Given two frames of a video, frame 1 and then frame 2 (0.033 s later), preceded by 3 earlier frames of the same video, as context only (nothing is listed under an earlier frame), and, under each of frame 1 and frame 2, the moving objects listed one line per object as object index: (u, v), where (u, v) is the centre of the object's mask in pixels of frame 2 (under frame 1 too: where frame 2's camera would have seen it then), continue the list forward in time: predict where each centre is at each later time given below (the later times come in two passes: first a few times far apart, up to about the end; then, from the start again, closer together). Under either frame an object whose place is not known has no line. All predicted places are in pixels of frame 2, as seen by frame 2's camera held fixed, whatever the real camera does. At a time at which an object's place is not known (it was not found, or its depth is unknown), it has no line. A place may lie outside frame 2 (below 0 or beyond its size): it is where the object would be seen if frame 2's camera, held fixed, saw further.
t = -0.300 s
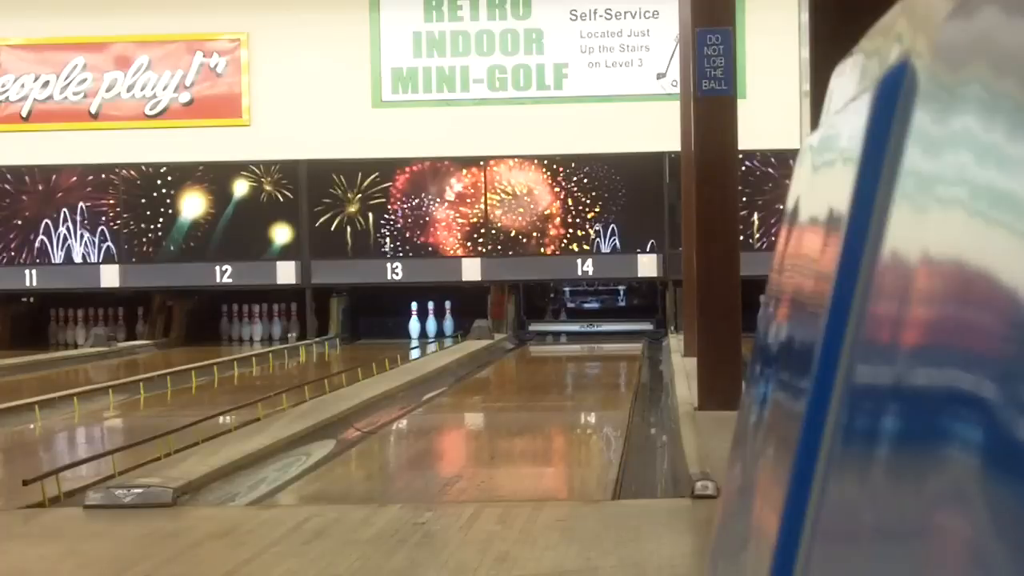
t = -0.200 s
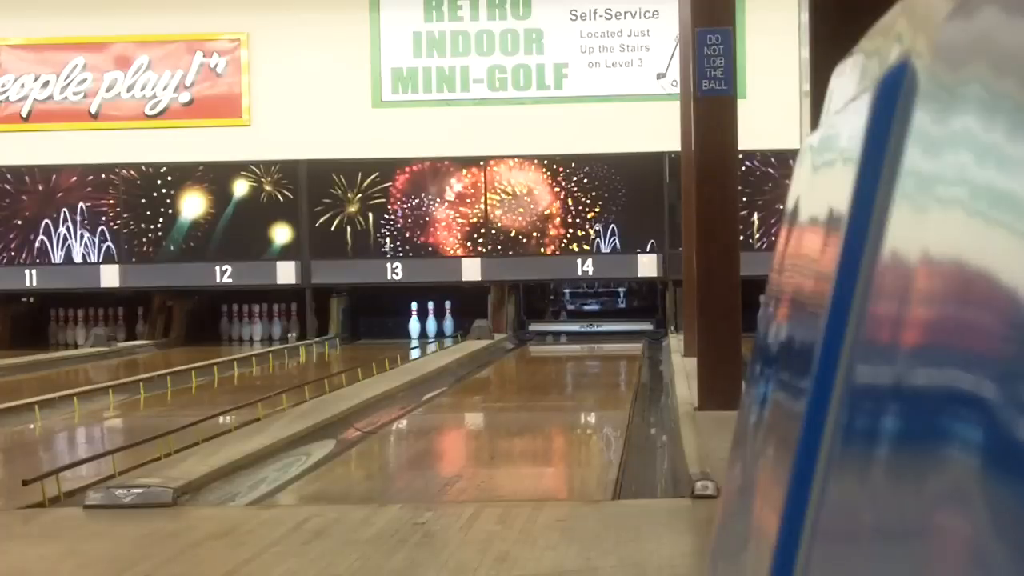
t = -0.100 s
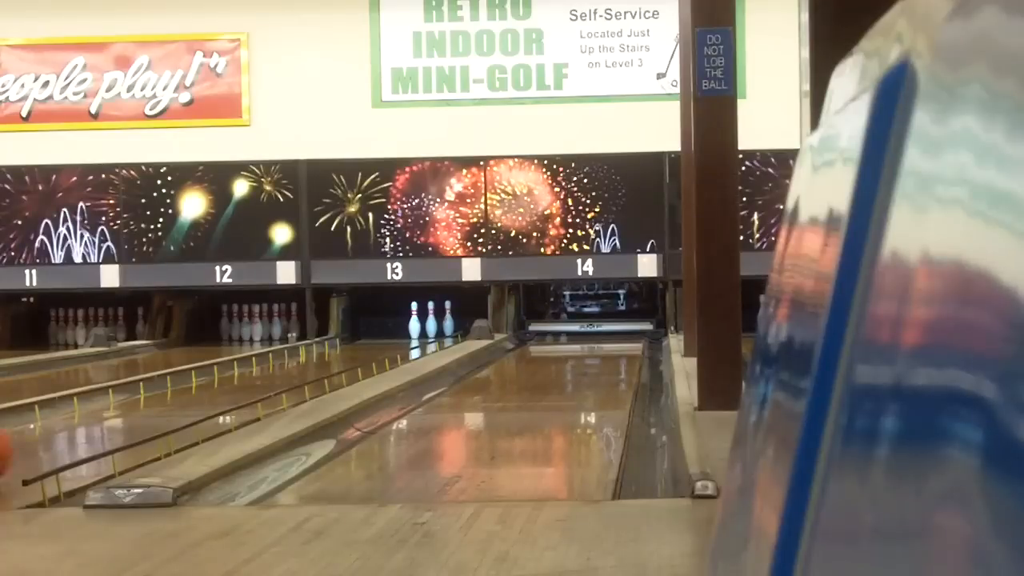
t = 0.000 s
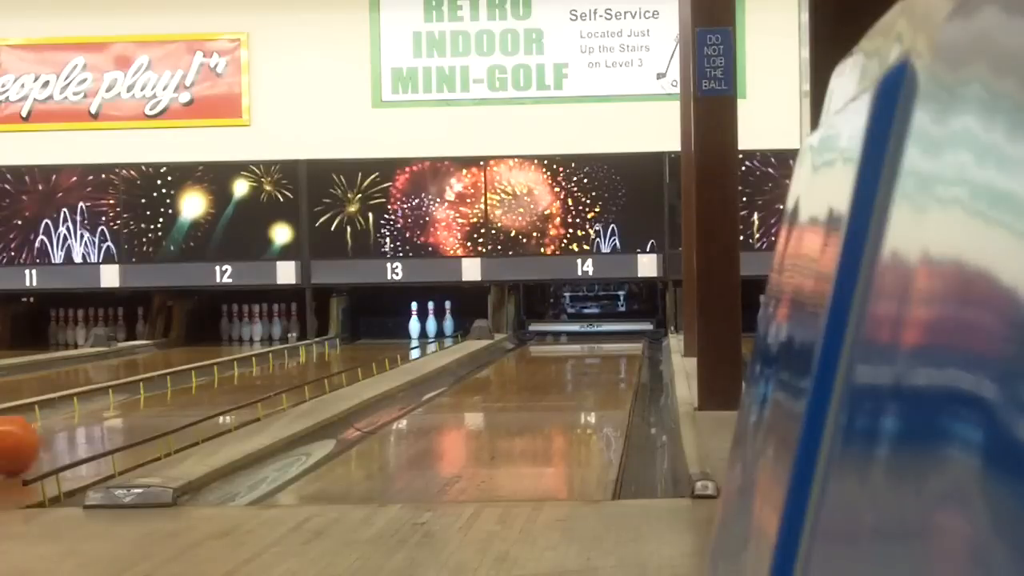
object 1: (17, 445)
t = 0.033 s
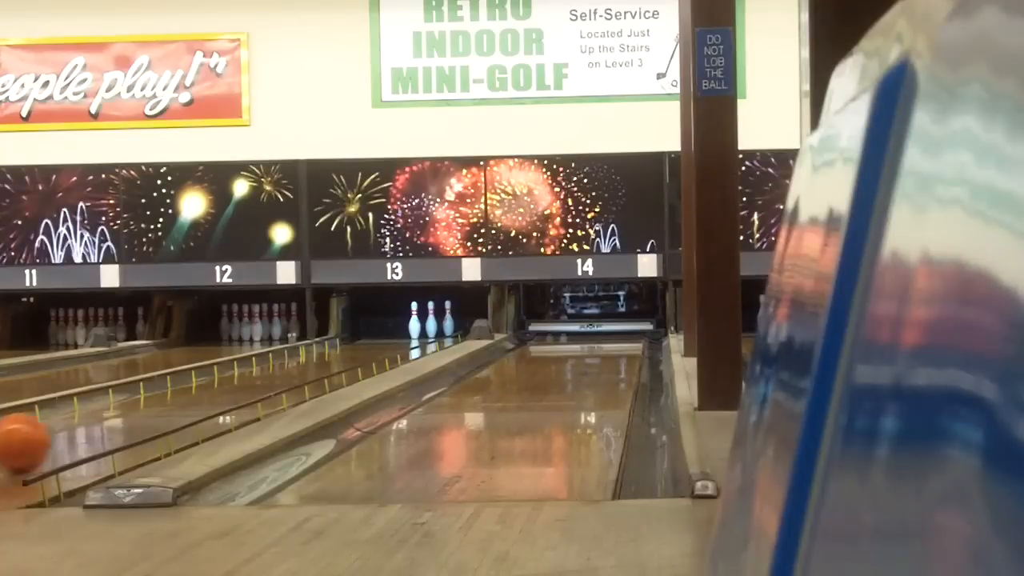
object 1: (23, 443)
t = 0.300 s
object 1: (86, 426)
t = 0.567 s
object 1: (141, 413)
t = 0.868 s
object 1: (191, 399)
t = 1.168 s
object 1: (233, 388)
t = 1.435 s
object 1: (264, 380)
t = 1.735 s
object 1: (294, 372)
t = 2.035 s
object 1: (320, 366)
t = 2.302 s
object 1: (332, 362)
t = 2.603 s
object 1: (341, 358)
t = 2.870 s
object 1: (348, 356)
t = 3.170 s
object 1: (357, 352)
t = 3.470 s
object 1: (364, 349)
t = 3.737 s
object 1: (370, 346)
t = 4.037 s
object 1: (376, 345)
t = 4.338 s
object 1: (381, 342)
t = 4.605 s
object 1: (386, 339)
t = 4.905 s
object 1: (391, 337)
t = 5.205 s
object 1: (395, 336)
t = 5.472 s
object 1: (399, 333)
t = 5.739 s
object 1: (403, 331)
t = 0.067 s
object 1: (29, 440)
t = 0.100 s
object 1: (36, 439)
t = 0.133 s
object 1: (46, 436)
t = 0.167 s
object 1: (54, 434)
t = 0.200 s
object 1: (63, 432)
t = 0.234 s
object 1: (72, 429)
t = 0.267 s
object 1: (78, 428)
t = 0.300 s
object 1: (86, 426)
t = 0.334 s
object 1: (93, 424)
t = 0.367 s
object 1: (101, 422)
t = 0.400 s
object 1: (109, 421)
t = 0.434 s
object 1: (115, 419)
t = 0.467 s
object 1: (121, 418)
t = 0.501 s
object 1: (128, 416)
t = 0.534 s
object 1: (134, 414)
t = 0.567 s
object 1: (141, 413)
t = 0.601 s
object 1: (146, 411)
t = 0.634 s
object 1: (152, 409)
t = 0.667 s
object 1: (158, 408)
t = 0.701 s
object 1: (164, 406)
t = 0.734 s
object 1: (169, 405)
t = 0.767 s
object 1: (175, 403)
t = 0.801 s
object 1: (180, 402)
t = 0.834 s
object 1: (186, 400)
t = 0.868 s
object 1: (191, 399)
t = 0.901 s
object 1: (196, 397)
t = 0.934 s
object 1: (200, 396)
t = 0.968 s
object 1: (206, 395)
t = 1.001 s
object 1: (210, 393)
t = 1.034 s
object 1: (215, 393)
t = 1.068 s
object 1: (219, 391)
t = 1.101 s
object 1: (223, 390)
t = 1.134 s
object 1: (228, 389)
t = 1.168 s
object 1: (233, 388)
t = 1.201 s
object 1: (236, 387)
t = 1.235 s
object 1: (241, 386)
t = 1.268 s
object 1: (245, 385)
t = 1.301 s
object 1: (249, 384)
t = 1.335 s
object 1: (253, 383)
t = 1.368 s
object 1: (257, 382)
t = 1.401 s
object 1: (261, 381)
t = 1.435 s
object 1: (264, 380)
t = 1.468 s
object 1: (268, 379)
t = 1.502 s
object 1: (271, 378)
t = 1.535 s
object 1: (274, 377)
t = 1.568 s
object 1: (278, 376)
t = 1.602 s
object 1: (282, 375)
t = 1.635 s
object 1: (285, 374)
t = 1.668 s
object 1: (288, 373)
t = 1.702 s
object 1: (291, 373)
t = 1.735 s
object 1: (294, 372)
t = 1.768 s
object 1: (298, 372)
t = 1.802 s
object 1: (301, 371)
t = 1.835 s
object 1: (303, 370)
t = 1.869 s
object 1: (306, 369)
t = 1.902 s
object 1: (310, 368)
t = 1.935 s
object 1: (313, 368)
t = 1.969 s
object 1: (316, 367)
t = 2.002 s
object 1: (318, 367)
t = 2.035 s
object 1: (320, 366)
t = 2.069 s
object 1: (323, 366)
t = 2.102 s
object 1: (324, 365)
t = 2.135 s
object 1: (326, 365)
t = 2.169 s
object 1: (327, 365)
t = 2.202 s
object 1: (329, 364)
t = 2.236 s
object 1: (330, 363)
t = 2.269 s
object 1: (330, 363)
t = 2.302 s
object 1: (332, 362)
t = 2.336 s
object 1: (333, 361)
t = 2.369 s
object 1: (334, 361)
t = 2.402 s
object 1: (335, 361)
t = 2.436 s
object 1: (336, 361)
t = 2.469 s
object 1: (337, 360)
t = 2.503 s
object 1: (338, 360)
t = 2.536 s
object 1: (339, 359)
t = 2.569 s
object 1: (340, 359)
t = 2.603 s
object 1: (341, 358)
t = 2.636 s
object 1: (342, 358)
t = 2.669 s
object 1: (343, 358)
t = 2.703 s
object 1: (344, 357)
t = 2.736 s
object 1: (345, 357)
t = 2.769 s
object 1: (346, 357)
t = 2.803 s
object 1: (347, 356)
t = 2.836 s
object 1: (348, 355)
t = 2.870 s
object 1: (348, 356)
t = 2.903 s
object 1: (350, 355)
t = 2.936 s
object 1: (351, 354)
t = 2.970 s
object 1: (352, 354)
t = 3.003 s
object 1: (352, 354)
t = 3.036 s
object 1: (353, 353)
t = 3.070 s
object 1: (354, 353)
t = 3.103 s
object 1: (355, 353)
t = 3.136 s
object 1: (356, 352)
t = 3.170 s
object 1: (357, 352)
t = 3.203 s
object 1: (357, 352)
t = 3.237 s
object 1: (359, 351)
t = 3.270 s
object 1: (359, 351)
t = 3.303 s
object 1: (360, 351)
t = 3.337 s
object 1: (361, 350)
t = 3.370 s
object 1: (361, 350)
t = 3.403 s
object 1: (362, 350)
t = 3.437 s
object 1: (363, 350)
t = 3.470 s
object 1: (364, 349)
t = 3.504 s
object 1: (365, 349)
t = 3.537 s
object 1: (366, 348)
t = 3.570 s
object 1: (366, 348)
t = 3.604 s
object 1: (367, 348)
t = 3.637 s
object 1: (368, 347)
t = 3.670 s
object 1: (368, 347)
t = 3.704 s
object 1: (369, 347)
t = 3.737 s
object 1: (370, 346)
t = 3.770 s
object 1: (370, 346)
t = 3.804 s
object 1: (371, 346)
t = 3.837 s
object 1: (372, 346)
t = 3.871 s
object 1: (372, 346)
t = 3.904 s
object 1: (373, 346)
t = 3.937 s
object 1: (374, 345)
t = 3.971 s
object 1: (374, 345)
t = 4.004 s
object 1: (375, 345)
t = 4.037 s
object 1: (376, 345)
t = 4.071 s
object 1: (376, 345)
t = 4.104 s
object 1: (377, 345)
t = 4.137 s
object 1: (377, 344)
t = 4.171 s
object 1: (378, 343)
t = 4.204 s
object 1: (379, 343)
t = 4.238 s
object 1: (379, 343)
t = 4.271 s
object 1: (380, 342)
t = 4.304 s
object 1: (381, 342)
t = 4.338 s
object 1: (381, 342)
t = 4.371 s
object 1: (382, 342)
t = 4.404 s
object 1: (382, 341)
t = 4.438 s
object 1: (383, 341)
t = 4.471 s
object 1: (383, 341)
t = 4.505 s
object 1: (384, 340)
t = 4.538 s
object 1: (385, 340)
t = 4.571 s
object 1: (385, 340)
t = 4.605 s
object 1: (386, 339)
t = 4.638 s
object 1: (386, 339)
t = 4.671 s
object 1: (387, 339)
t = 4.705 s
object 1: (387, 339)
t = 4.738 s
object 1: (388, 339)
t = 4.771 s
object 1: (388, 339)
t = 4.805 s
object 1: (389, 338)
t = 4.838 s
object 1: (390, 338)
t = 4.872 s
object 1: (390, 338)
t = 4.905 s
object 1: (391, 337)
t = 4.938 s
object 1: (392, 337)
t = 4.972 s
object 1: (392, 337)
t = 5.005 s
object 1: (392, 337)
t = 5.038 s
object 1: (393, 337)
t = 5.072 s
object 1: (393, 336)
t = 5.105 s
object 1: (394, 336)
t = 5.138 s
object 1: (395, 336)
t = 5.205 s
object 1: (395, 336)
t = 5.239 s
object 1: (396, 335)
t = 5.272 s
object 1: (396, 335)
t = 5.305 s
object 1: (397, 335)
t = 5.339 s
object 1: (397, 334)
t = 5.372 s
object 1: (398, 334)
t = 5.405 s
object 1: (398, 334)
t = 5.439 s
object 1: (399, 334)
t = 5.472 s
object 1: (399, 333)
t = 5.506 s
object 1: (400, 333)
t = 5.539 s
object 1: (400, 333)
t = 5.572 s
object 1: (401, 333)
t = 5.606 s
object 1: (401, 332)
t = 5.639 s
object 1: (402, 332)
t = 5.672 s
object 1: (402, 332)
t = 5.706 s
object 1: (403, 331)
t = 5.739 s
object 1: (403, 331)
